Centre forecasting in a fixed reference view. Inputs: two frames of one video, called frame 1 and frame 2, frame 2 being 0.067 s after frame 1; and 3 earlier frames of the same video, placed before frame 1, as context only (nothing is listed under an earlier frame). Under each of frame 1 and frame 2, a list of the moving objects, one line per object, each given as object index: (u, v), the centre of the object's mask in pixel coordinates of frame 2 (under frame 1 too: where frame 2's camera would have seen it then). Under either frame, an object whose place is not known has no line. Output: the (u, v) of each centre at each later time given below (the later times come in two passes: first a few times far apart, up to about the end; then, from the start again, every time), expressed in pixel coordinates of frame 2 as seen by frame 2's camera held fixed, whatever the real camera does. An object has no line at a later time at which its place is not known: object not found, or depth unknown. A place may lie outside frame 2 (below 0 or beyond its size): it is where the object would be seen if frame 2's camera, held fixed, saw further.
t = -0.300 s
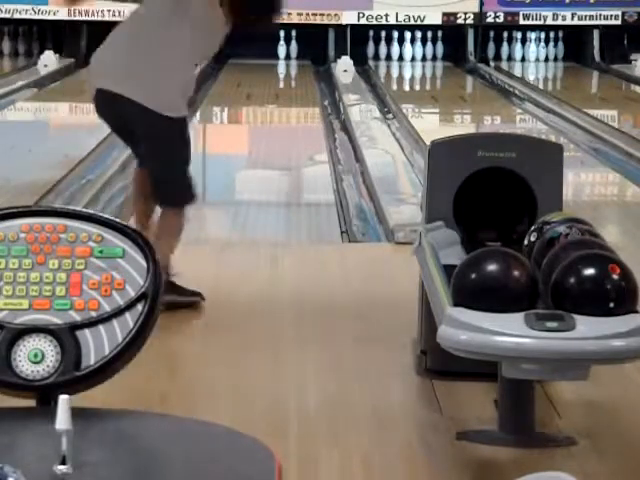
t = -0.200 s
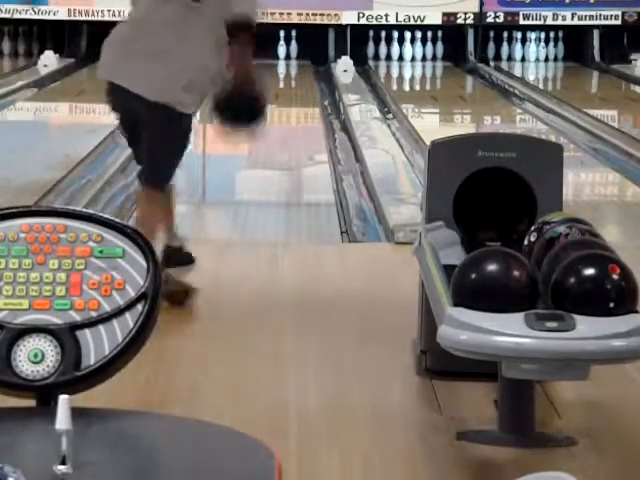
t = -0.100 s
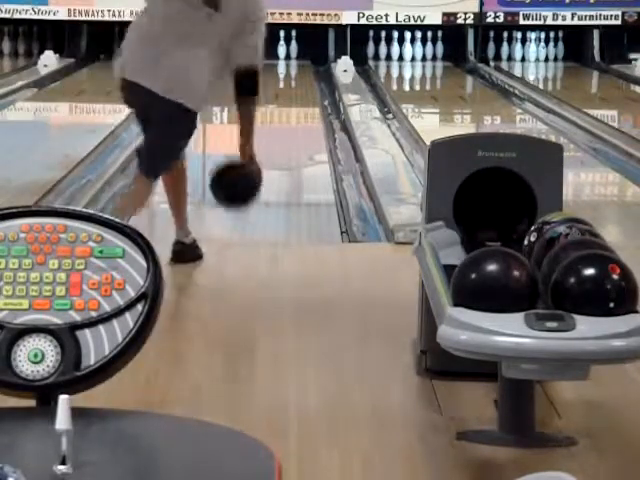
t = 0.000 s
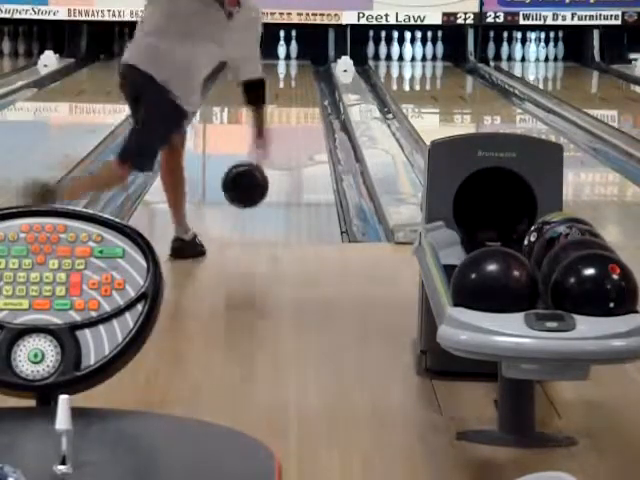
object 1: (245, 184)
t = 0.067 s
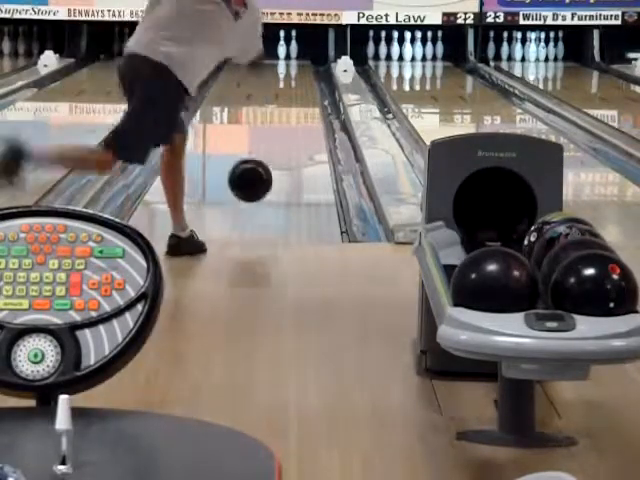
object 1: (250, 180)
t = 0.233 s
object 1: (260, 173)
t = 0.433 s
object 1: (269, 149)
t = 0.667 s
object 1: (277, 124)
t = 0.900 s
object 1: (283, 105)
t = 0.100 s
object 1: (252, 180)
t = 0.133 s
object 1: (254, 183)
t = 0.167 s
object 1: (256, 187)
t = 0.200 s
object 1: (258, 180)
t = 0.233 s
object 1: (260, 173)
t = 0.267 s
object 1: (262, 169)
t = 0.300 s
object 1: (264, 166)
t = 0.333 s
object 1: (265, 162)
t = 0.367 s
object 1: (267, 157)
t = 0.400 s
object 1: (268, 153)
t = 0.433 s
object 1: (269, 149)
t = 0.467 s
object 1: (271, 145)
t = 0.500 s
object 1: (272, 141)
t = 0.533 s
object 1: (273, 137)
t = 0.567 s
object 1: (274, 134)
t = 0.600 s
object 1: (275, 130)
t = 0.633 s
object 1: (277, 127)
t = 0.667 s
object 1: (277, 124)
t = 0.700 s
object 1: (278, 121)
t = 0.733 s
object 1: (279, 118)
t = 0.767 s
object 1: (280, 114)
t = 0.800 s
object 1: (281, 112)
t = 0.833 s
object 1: (282, 110)
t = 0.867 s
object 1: (283, 107)
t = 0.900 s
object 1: (283, 105)
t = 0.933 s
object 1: (284, 103)
